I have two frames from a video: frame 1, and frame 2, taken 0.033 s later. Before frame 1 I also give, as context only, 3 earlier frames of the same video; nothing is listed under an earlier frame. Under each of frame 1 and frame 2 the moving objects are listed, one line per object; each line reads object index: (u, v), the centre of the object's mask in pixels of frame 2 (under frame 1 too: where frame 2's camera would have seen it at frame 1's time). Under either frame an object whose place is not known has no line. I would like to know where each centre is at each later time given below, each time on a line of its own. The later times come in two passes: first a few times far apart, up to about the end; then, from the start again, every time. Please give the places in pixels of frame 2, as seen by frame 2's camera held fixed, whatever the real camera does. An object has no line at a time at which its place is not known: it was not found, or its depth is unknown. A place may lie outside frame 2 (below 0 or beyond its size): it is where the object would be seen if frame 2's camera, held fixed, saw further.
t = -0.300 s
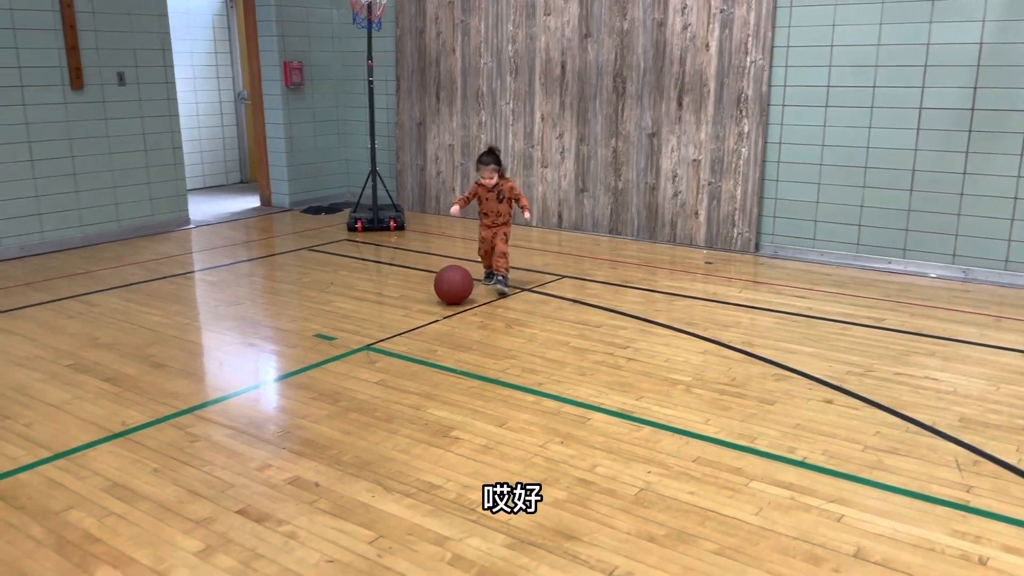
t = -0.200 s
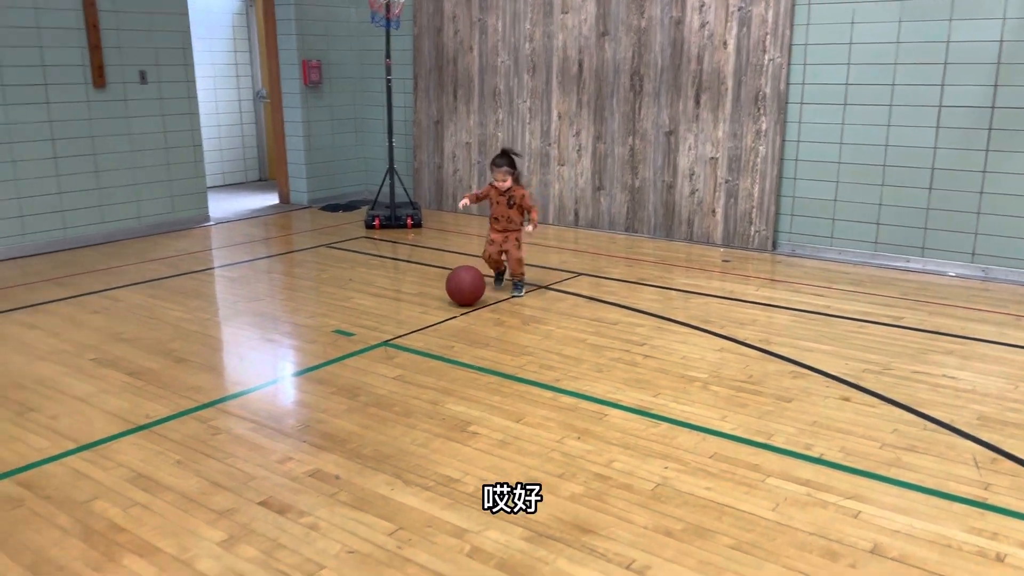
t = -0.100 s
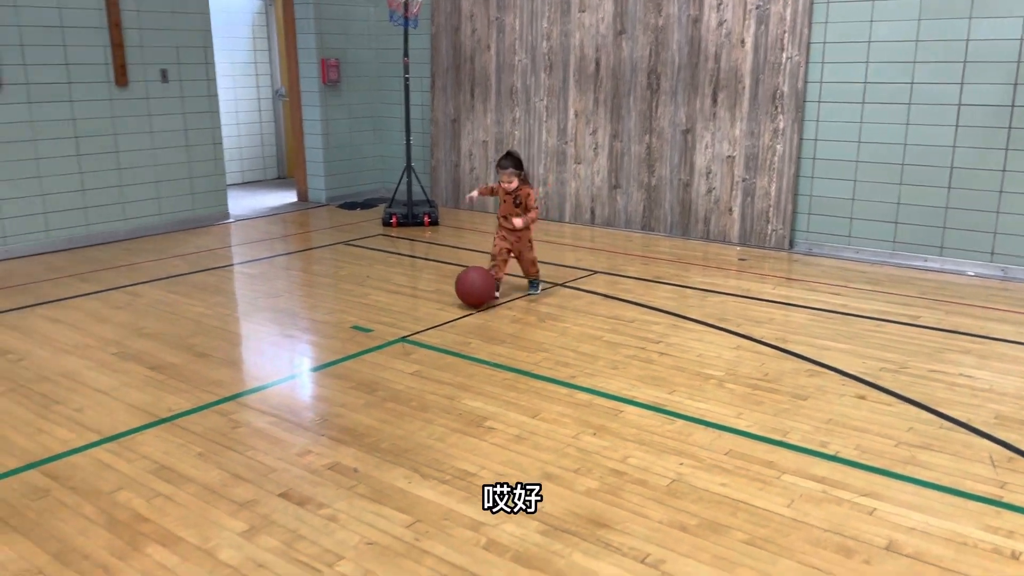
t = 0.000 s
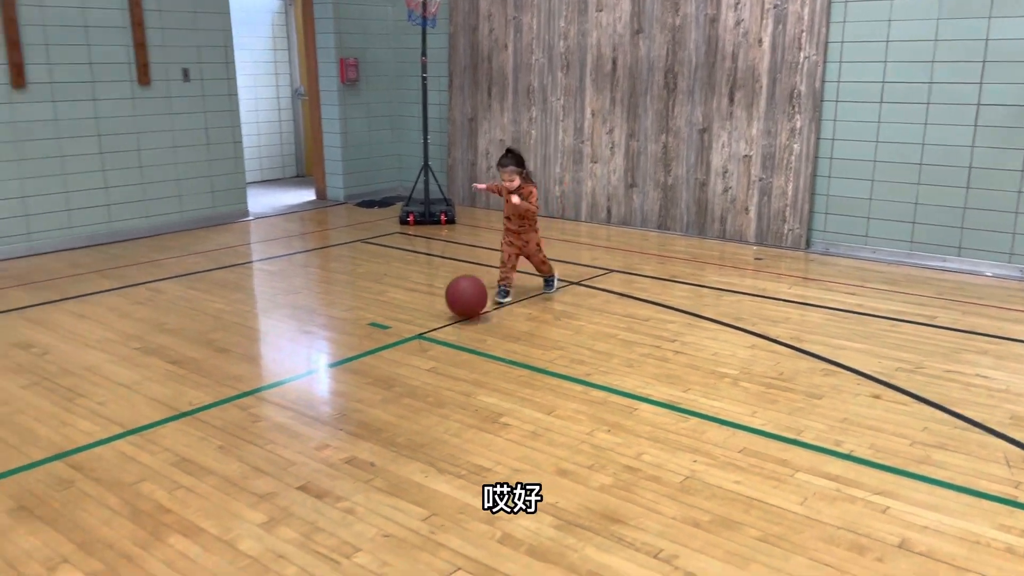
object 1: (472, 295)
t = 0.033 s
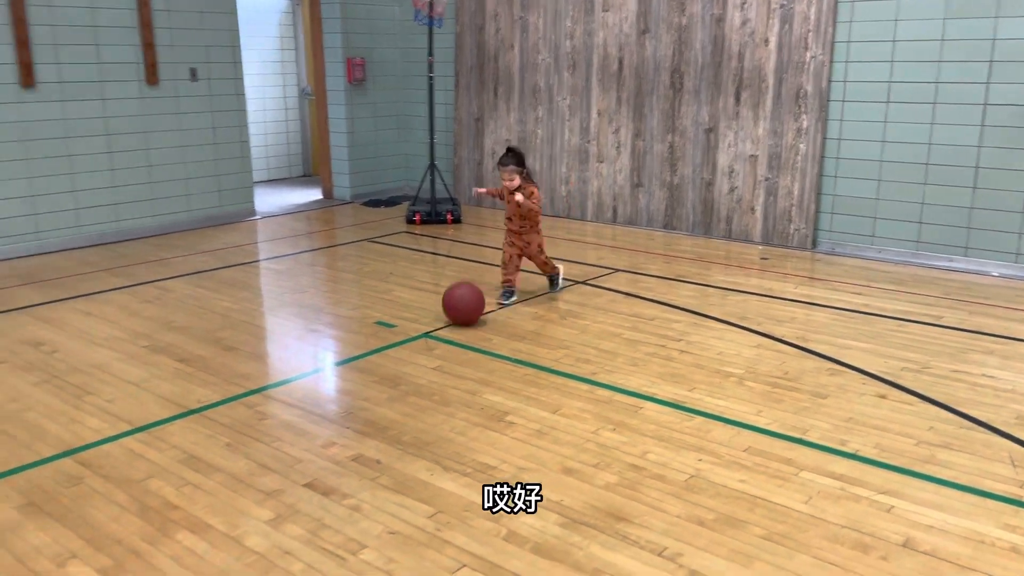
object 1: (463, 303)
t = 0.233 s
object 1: (416, 325)
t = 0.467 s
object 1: (357, 358)
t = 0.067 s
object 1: (455, 305)
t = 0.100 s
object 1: (447, 307)
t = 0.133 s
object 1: (439, 312)
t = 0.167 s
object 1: (431, 319)
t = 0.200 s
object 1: (423, 324)
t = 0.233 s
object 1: (416, 325)
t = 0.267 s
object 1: (409, 329)
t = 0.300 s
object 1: (401, 335)
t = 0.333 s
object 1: (393, 340)
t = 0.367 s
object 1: (384, 343)
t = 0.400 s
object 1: (376, 348)
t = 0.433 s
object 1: (367, 356)
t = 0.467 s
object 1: (357, 358)
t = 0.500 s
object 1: (348, 362)
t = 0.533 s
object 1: (338, 368)
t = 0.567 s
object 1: (328, 377)
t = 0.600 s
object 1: (318, 380)
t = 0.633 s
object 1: (307, 385)
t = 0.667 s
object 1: (296, 393)
